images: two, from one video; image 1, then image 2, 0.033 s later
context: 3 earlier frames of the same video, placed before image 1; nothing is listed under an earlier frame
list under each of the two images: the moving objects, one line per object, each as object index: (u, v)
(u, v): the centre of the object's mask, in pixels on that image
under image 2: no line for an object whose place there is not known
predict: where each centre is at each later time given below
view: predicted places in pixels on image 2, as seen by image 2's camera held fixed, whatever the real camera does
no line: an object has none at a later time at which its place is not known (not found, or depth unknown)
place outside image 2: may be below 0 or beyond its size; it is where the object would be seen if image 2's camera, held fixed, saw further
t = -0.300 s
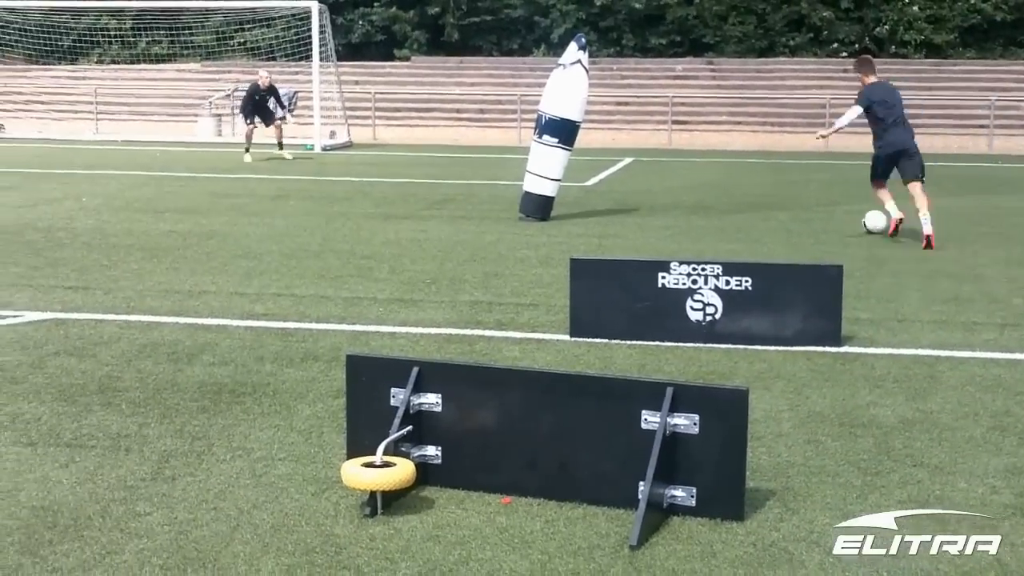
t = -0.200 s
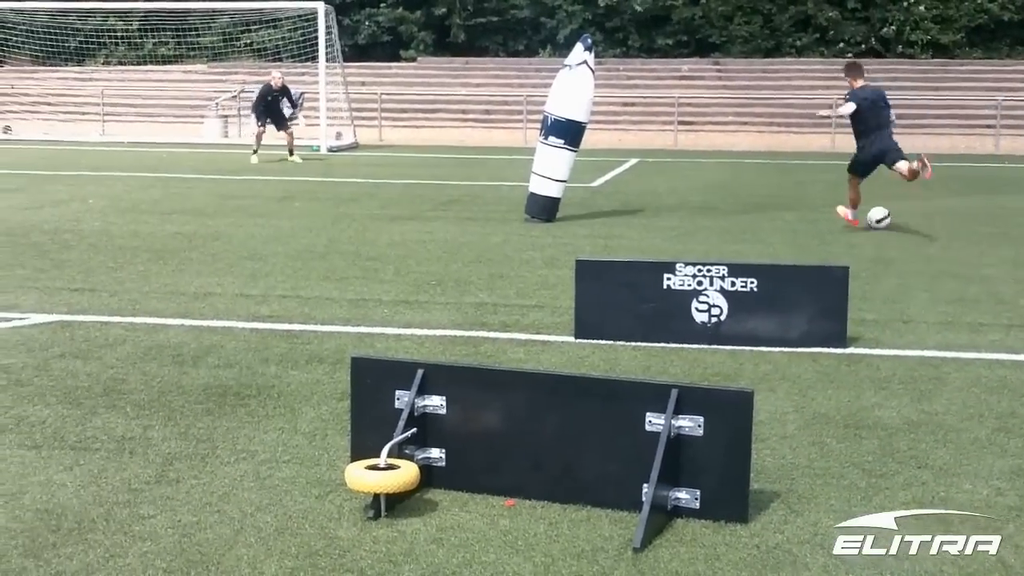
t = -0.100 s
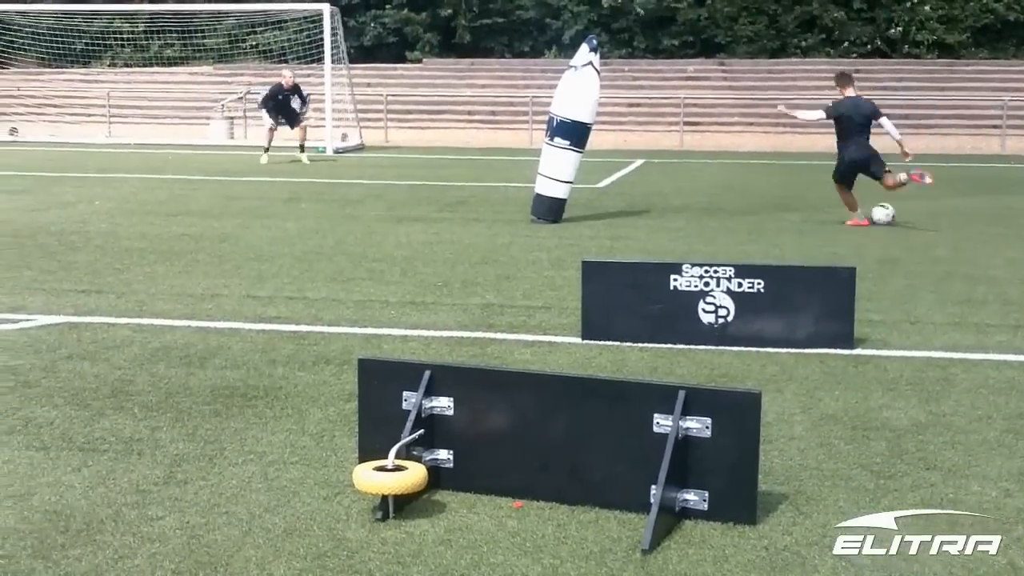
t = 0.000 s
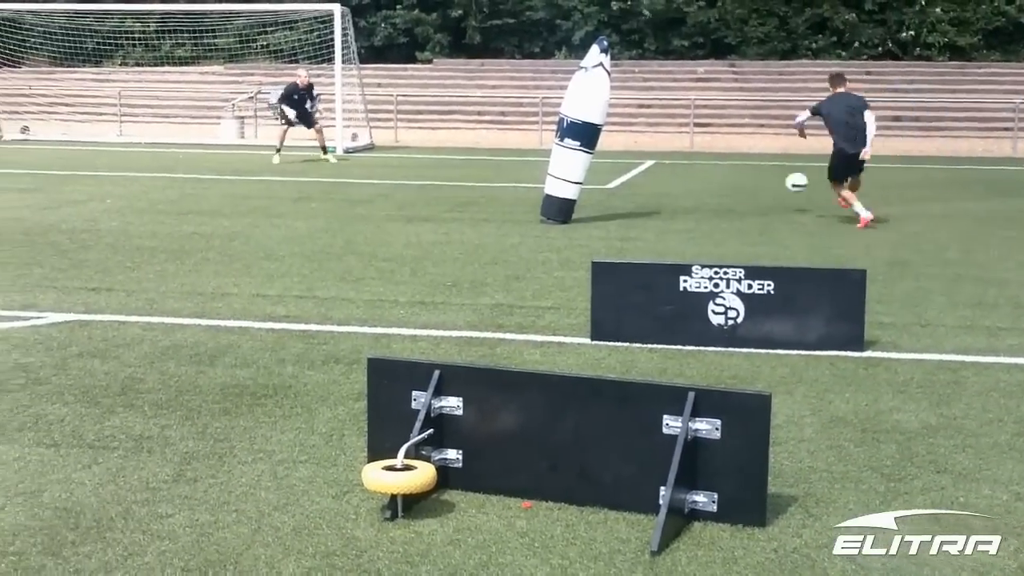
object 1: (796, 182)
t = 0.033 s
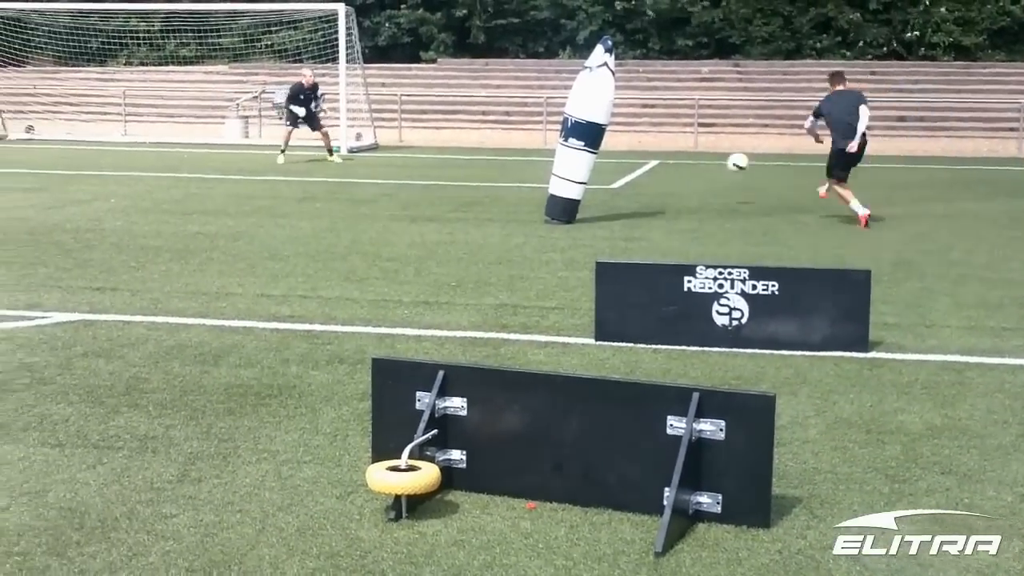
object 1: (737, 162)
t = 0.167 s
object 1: (539, 99)
